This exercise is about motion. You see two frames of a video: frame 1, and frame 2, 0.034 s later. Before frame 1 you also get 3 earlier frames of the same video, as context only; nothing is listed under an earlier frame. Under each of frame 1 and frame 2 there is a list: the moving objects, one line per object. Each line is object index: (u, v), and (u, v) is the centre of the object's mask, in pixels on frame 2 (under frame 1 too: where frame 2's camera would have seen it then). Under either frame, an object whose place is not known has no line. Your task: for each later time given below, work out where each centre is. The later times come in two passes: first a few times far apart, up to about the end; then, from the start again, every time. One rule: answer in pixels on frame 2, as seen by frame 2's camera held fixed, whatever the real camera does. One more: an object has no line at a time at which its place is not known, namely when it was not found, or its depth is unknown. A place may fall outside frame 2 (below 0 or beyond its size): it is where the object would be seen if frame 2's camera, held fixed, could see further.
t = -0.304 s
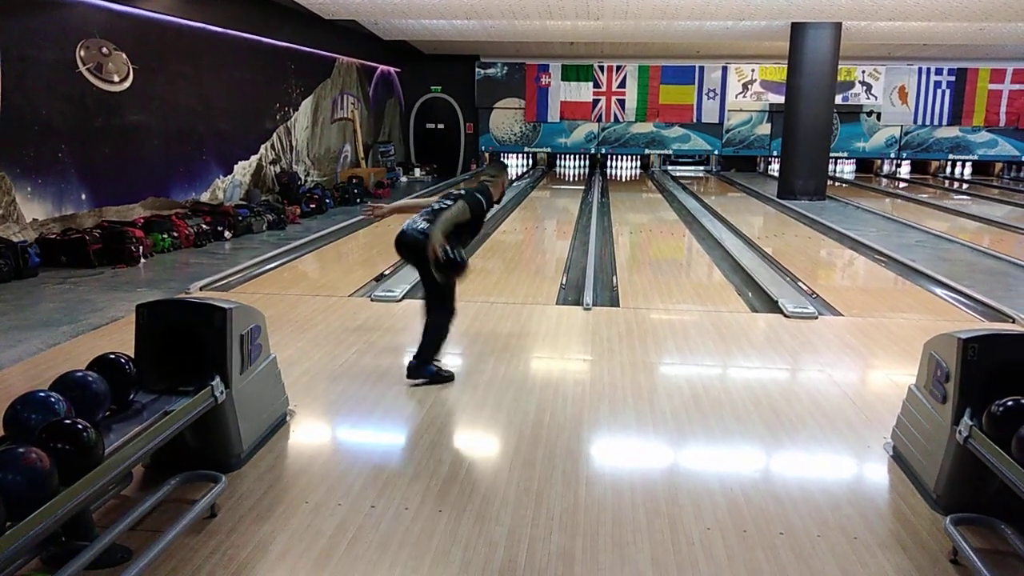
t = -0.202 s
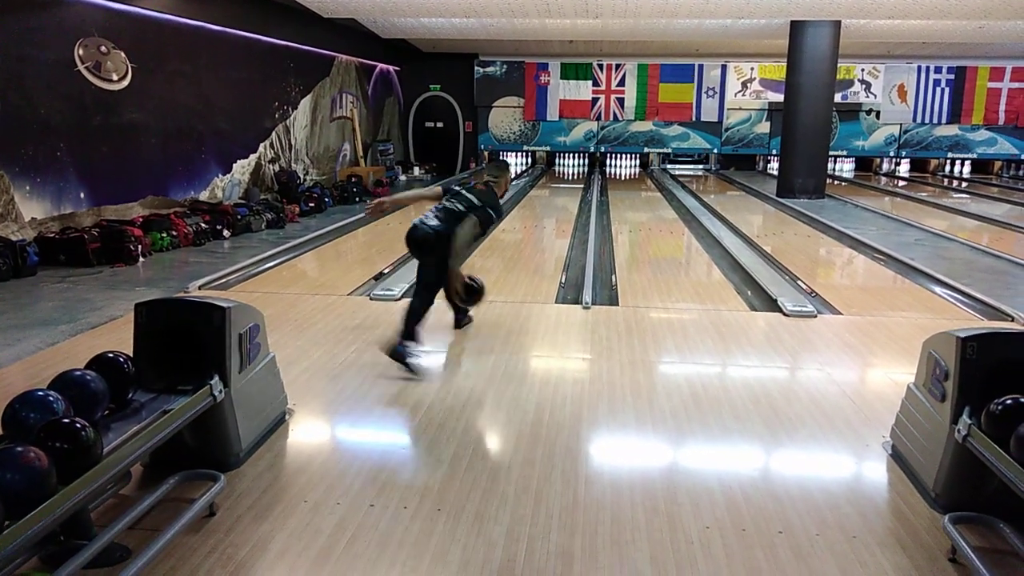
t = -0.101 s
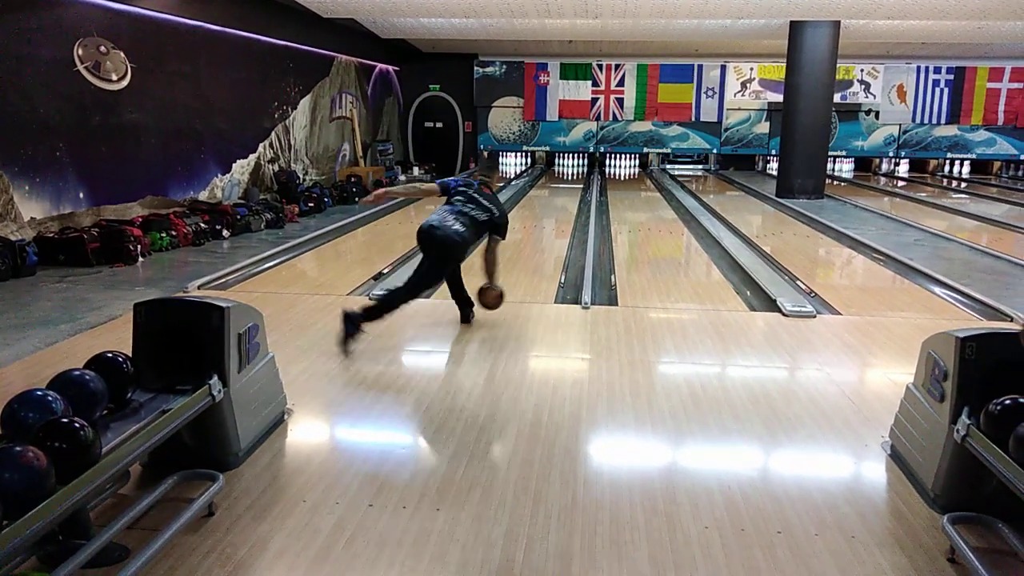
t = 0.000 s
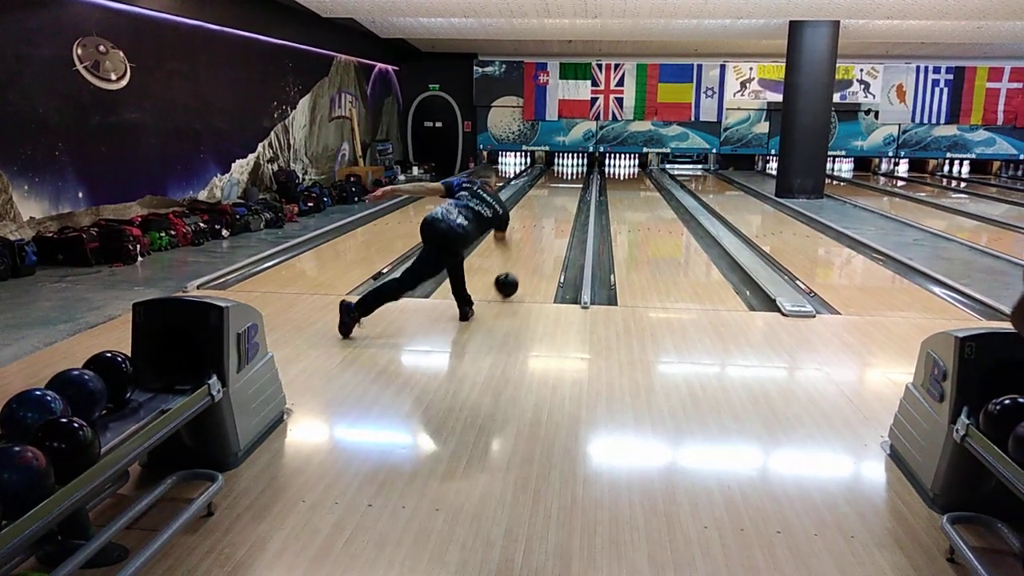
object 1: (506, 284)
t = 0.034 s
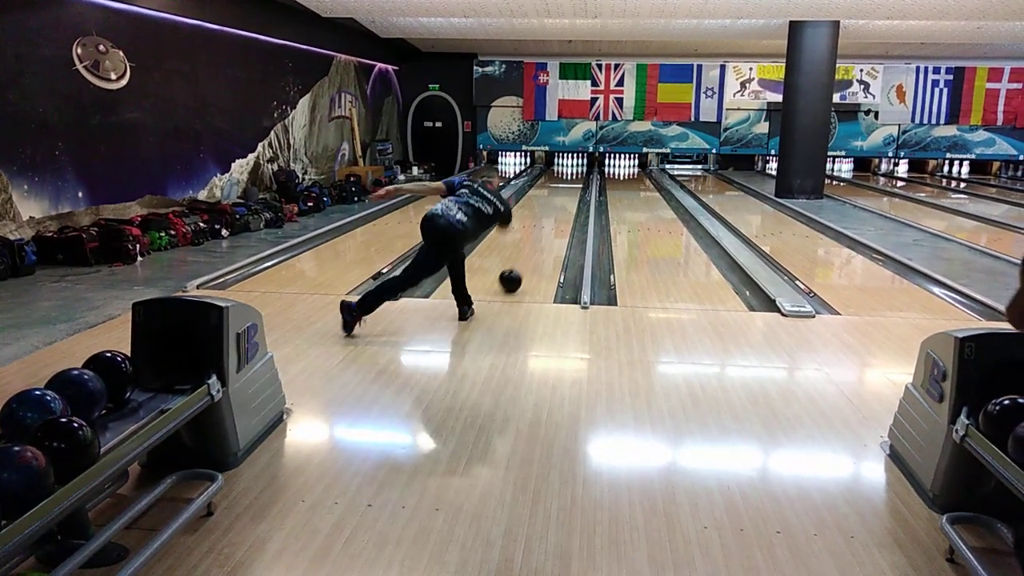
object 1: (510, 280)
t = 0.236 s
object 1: (530, 251)
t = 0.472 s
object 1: (546, 228)
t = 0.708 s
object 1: (557, 211)
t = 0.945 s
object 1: (564, 199)
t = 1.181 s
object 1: (569, 190)
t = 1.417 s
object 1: (572, 182)
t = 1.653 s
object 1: (574, 176)
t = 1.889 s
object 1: (574, 172)
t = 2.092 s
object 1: (574, 168)
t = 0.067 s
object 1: (514, 274)
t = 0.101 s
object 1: (518, 269)
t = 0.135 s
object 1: (521, 264)
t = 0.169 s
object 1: (524, 259)
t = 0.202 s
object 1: (528, 255)
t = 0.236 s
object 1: (530, 251)
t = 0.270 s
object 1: (533, 247)
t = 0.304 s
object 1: (535, 243)
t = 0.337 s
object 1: (538, 240)
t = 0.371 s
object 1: (540, 237)
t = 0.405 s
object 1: (542, 234)
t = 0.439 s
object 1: (544, 230)
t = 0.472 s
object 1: (546, 228)
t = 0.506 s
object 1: (548, 225)
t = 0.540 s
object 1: (549, 222)
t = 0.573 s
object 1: (551, 220)
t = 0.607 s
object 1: (552, 218)
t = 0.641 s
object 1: (554, 215)
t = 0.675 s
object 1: (555, 213)
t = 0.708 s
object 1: (557, 211)
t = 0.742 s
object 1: (558, 209)
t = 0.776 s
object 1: (559, 208)
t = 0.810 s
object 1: (560, 206)
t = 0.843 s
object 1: (561, 204)
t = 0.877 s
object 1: (562, 202)
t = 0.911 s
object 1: (563, 201)
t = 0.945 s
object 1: (564, 199)
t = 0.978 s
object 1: (565, 198)
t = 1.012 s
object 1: (566, 196)
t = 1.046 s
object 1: (566, 195)
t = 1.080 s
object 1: (567, 193)
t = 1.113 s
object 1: (568, 192)
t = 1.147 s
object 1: (568, 191)
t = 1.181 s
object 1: (569, 190)
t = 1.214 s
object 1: (569, 189)
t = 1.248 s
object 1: (570, 188)
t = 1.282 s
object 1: (570, 187)
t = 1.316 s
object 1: (571, 186)
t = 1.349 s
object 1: (571, 185)
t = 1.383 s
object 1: (572, 183)
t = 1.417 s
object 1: (572, 182)
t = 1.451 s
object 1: (572, 182)
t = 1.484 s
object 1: (573, 180)
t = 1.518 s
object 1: (573, 180)
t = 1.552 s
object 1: (573, 178)
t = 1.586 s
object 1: (574, 178)
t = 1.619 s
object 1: (574, 177)
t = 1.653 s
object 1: (574, 176)
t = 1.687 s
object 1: (574, 176)
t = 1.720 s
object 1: (574, 175)
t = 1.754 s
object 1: (574, 174)
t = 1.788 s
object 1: (574, 174)
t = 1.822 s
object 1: (574, 173)
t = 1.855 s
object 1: (574, 173)
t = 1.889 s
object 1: (574, 172)
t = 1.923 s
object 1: (574, 171)
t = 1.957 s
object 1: (574, 170)
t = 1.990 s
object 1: (574, 170)
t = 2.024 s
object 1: (574, 169)
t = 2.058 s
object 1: (574, 169)
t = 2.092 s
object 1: (574, 168)
